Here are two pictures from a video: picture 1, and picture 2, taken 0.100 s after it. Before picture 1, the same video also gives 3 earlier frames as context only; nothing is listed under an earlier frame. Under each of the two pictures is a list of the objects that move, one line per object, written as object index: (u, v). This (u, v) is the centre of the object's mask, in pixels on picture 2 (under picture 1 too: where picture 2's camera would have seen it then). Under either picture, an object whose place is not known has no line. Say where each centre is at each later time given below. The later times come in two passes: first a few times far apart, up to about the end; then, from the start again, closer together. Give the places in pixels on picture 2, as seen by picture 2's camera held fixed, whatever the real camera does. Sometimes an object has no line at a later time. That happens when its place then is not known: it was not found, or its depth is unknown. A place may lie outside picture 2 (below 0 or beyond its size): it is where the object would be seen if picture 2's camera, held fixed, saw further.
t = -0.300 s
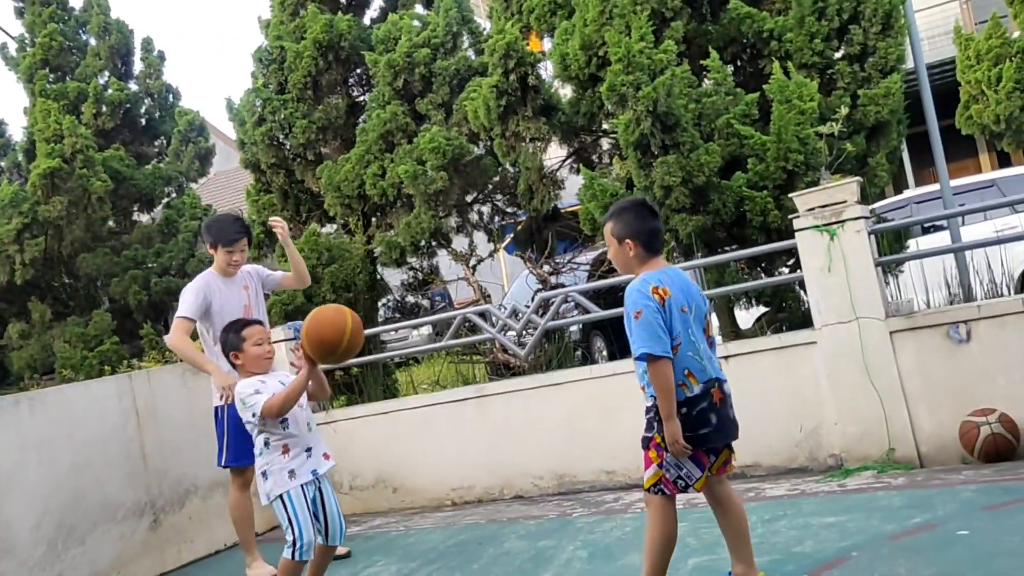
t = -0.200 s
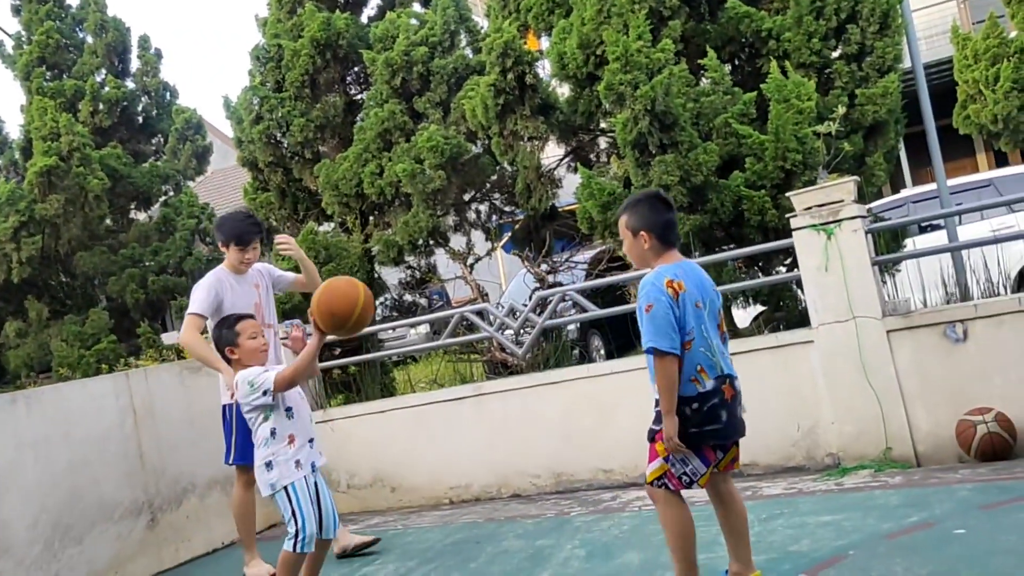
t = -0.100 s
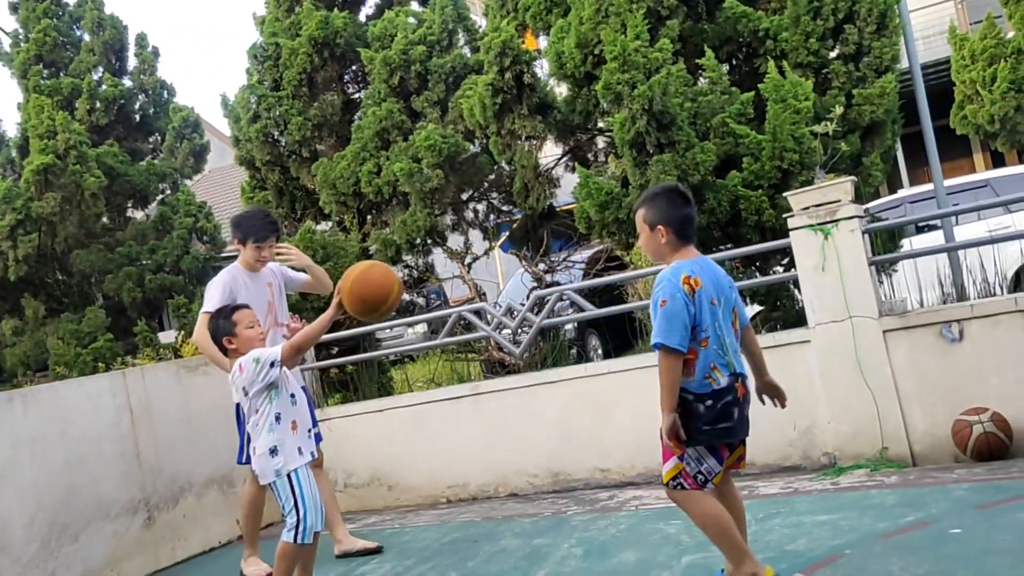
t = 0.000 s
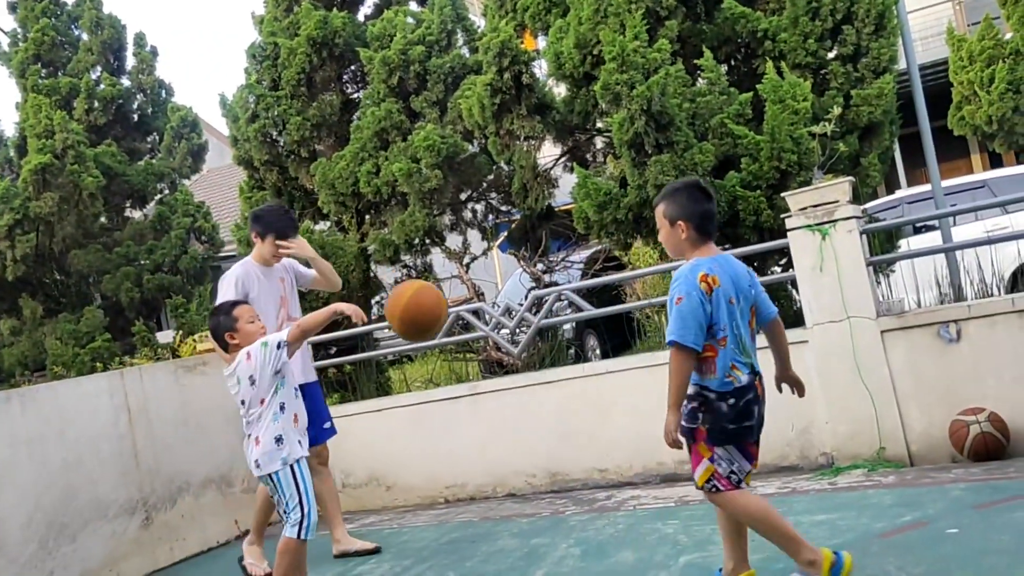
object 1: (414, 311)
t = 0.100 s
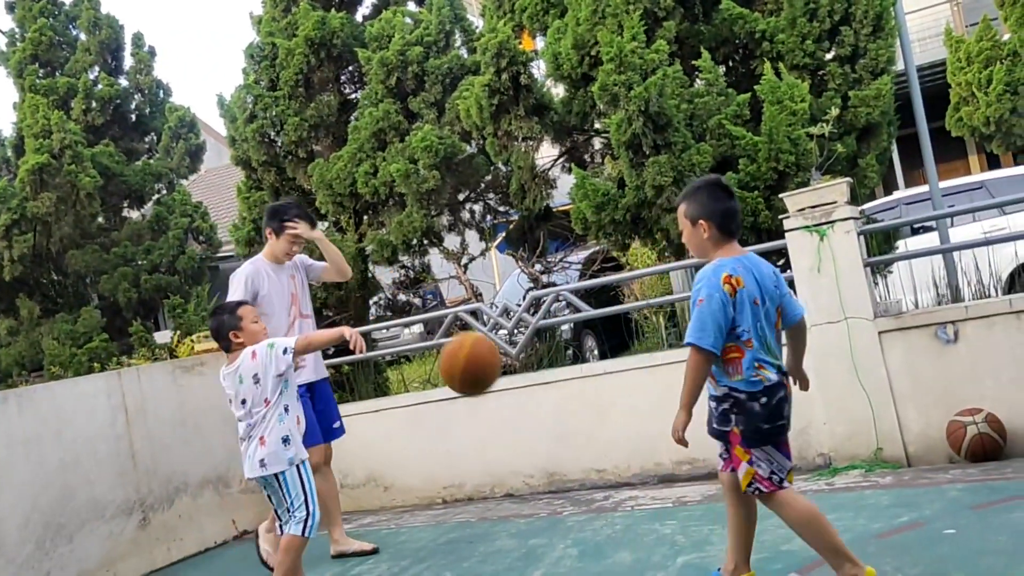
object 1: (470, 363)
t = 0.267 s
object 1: (577, 518)
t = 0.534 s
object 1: (613, 345)
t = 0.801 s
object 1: (667, 289)
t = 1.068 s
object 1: (764, 433)
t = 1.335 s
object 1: (826, 367)
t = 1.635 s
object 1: (904, 303)
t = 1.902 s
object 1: (1029, 478)
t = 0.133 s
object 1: (490, 387)
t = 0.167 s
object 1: (511, 416)
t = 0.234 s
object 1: (554, 481)
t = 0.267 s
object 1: (577, 518)
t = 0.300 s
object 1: (596, 544)
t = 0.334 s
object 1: (596, 507)
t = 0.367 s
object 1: (598, 473)
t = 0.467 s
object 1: (605, 389)
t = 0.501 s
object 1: (609, 365)
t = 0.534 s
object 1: (613, 345)
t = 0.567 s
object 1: (617, 329)
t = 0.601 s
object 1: (622, 315)
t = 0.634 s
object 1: (628, 303)
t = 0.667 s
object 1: (634, 294)
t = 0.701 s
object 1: (642, 288)
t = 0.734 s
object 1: (649, 285)
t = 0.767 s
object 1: (657, 286)
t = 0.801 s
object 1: (667, 289)
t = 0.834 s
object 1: (677, 295)
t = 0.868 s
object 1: (688, 304)
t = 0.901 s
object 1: (699, 317)
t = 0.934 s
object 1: (710, 333)
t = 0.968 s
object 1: (723, 353)
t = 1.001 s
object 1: (736, 377)
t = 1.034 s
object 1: (750, 403)
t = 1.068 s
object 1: (764, 433)
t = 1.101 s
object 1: (781, 467)
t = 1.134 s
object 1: (797, 505)
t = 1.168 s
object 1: (806, 505)
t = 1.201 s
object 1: (809, 472)
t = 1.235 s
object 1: (812, 441)
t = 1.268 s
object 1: (815, 414)
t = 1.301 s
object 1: (820, 389)
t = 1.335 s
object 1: (826, 367)
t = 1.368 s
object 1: (832, 347)
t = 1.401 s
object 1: (838, 331)
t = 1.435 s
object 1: (845, 317)
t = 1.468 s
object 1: (853, 307)
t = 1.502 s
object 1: (862, 300)
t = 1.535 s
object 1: (871, 296)
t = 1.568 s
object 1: (881, 295)
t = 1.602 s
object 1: (892, 297)
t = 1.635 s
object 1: (904, 303)
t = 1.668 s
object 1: (917, 312)
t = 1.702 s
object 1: (930, 325)
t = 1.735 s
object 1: (944, 340)
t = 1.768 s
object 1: (958, 360)
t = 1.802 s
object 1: (975, 384)
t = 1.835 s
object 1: (991, 411)
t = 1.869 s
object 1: (1011, 443)
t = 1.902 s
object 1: (1029, 478)
